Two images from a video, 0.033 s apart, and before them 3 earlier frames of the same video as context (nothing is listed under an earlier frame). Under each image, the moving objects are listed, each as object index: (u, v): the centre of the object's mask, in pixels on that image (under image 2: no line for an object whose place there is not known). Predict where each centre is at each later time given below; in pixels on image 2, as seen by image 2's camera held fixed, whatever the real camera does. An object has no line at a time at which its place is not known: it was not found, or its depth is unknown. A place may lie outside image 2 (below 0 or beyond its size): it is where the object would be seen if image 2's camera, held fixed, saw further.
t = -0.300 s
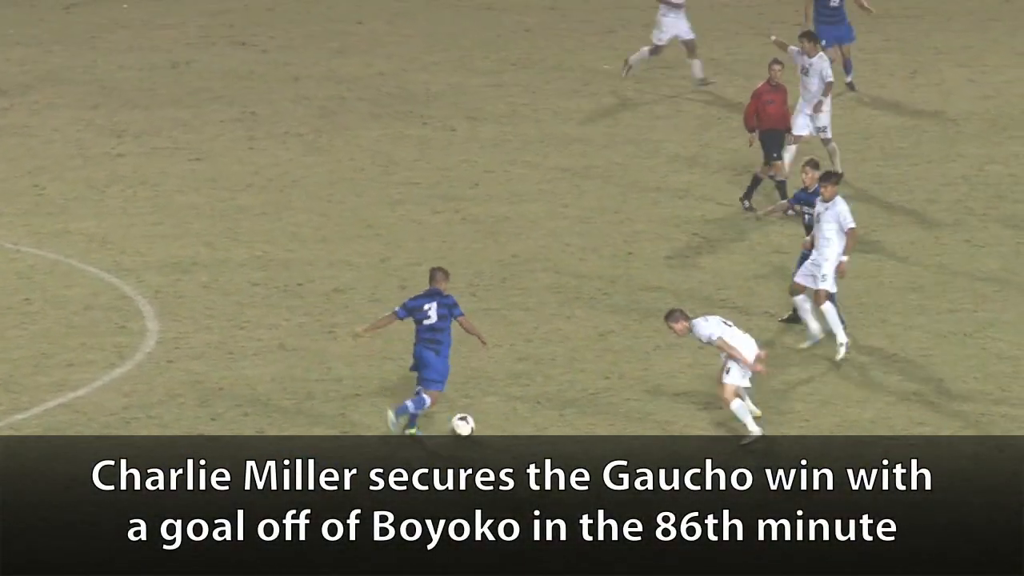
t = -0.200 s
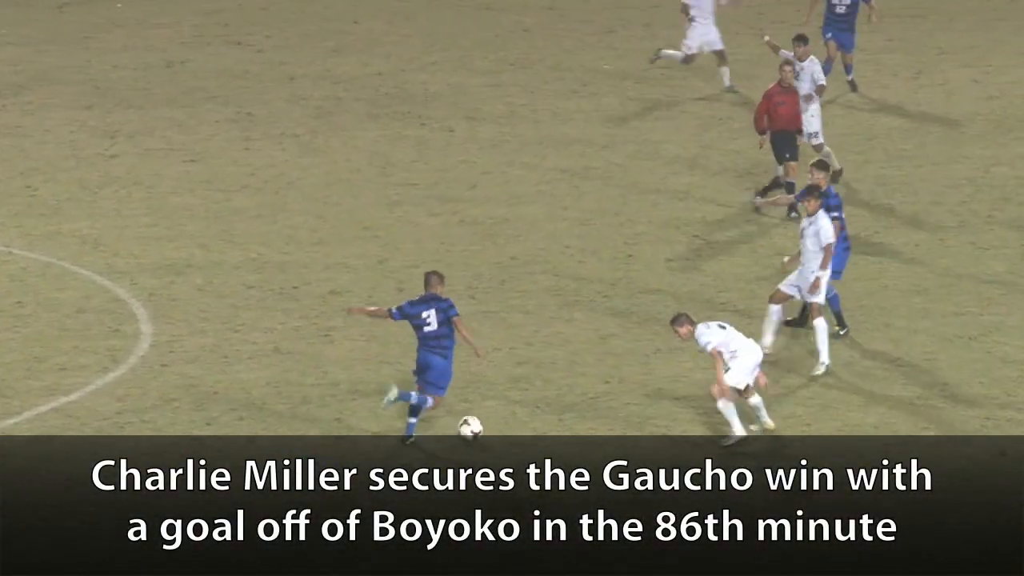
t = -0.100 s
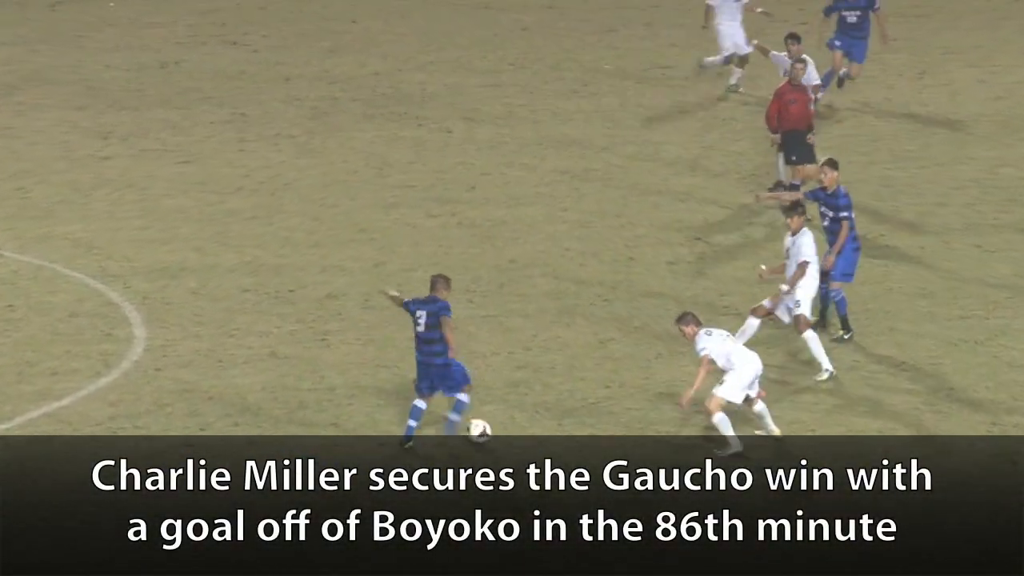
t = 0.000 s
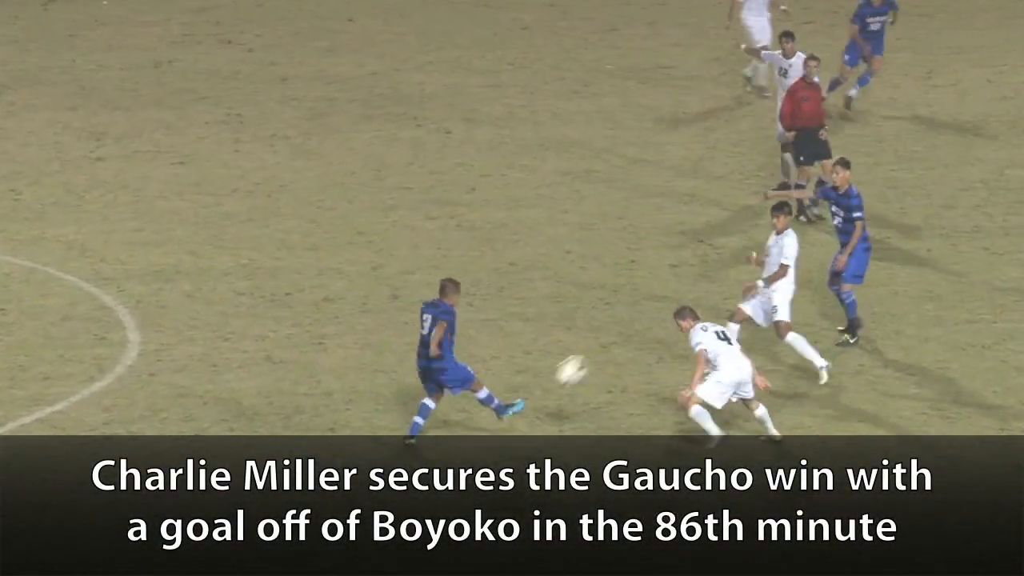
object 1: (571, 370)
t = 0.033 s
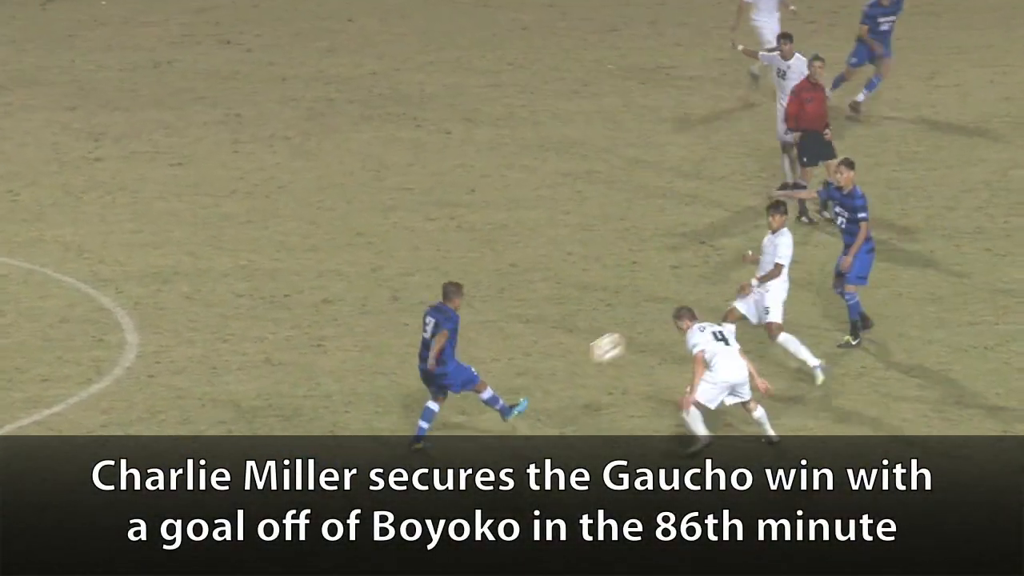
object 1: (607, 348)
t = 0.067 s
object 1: (642, 325)
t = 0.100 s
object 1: (678, 299)
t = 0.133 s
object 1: (712, 282)
